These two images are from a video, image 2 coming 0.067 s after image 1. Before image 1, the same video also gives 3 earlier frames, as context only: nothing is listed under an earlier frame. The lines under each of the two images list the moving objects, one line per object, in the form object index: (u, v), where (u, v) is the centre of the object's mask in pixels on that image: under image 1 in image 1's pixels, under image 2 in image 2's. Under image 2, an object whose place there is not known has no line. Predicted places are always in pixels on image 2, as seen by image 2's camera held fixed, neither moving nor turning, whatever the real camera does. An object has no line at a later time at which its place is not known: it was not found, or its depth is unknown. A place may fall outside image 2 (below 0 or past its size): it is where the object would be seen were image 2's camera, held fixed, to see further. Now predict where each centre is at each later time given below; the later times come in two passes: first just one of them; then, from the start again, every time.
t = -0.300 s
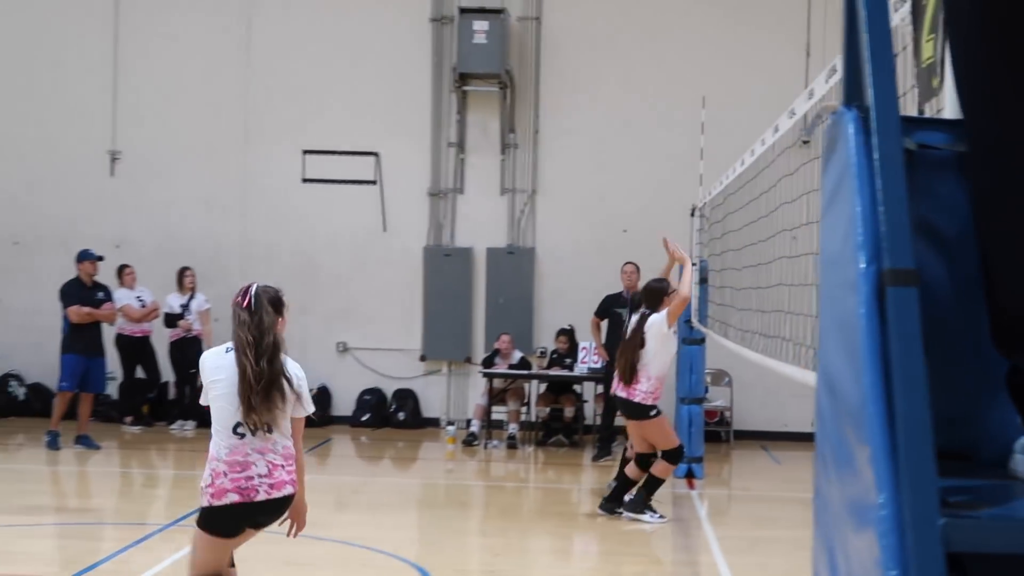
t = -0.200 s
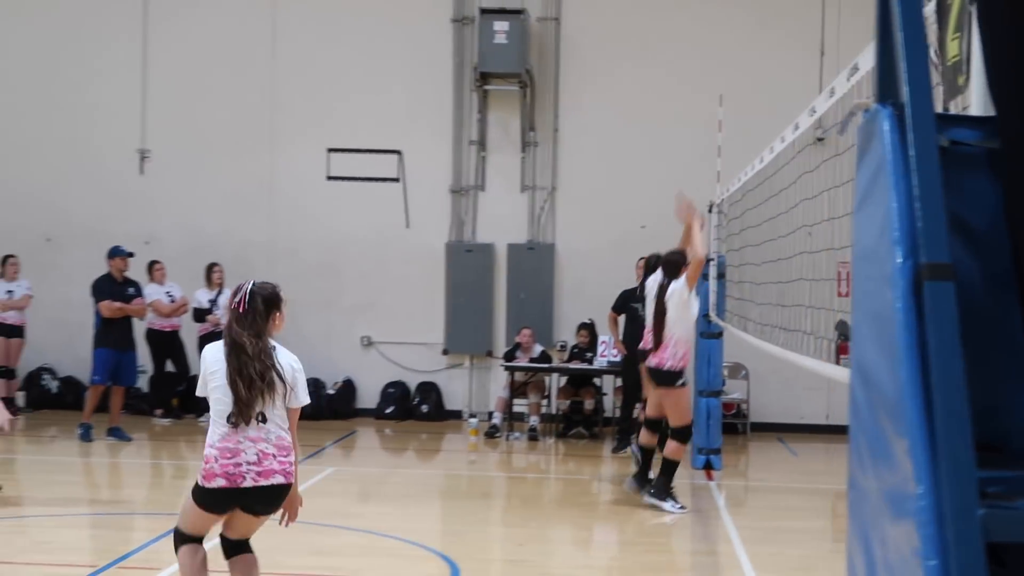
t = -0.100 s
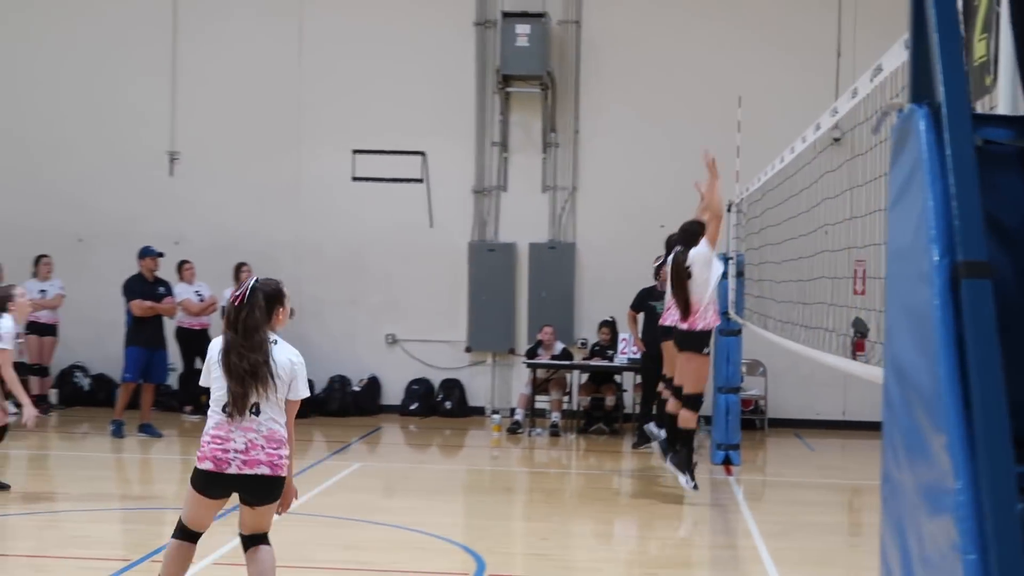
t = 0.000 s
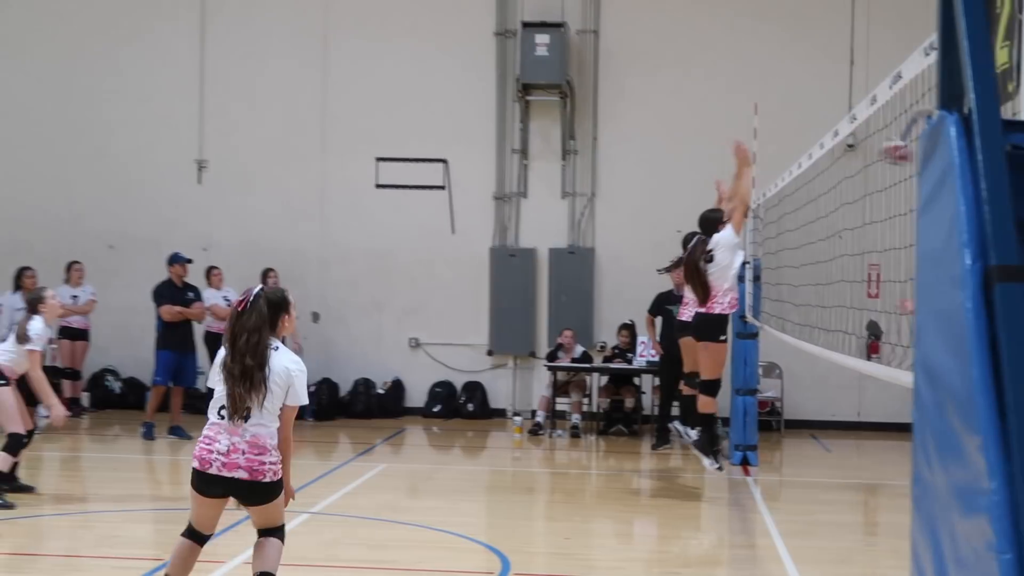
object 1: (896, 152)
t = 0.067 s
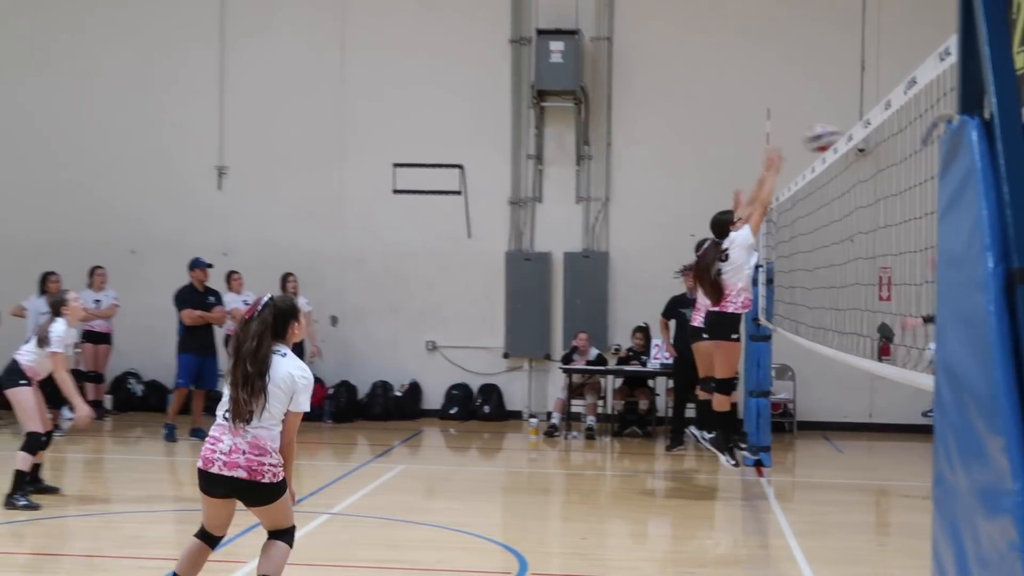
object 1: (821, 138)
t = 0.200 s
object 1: (630, 129)
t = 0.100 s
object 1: (778, 134)
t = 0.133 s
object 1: (730, 130)
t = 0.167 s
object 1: (681, 128)
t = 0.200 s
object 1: (630, 129)
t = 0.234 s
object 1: (577, 132)
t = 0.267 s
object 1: (520, 136)
